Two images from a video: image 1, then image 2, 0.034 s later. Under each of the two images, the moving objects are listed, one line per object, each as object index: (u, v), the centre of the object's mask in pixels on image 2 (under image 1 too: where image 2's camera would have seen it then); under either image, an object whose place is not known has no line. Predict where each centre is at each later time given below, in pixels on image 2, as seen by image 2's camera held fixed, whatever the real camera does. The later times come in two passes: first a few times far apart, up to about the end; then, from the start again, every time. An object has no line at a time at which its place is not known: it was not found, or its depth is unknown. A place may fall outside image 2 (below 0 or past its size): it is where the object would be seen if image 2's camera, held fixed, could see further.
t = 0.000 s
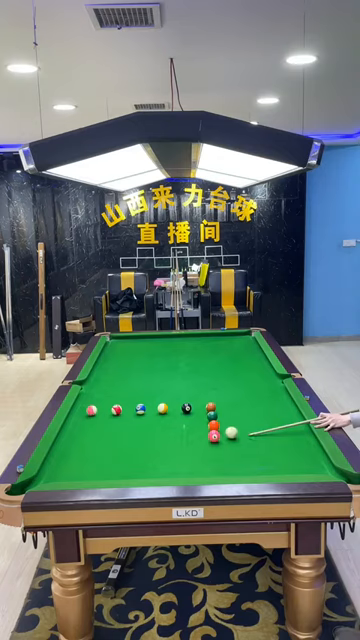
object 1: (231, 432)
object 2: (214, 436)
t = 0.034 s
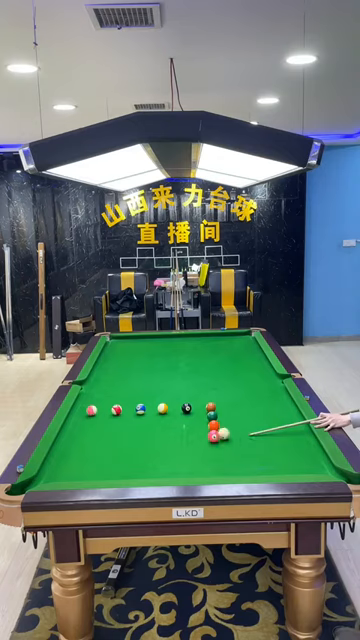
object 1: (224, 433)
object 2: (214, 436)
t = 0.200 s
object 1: (223, 430)
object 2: (184, 443)
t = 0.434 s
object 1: (226, 426)
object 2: (146, 454)
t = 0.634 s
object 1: (228, 423)
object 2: (112, 462)
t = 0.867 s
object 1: (229, 420)
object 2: (71, 473)
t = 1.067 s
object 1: (229, 417)
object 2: (33, 481)
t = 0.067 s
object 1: (223, 433)
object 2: (207, 438)
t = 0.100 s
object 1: (222, 432)
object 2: (201, 439)
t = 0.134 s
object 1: (223, 431)
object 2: (195, 441)
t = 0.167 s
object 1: (223, 430)
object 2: (189, 442)
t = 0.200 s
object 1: (223, 430)
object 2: (184, 443)
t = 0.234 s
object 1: (224, 429)
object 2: (179, 445)
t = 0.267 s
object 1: (224, 429)
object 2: (174, 446)
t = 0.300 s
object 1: (224, 428)
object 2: (168, 448)
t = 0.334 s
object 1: (225, 428)
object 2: (163, 449)
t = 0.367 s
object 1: (225, 427)
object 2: (157, 451)
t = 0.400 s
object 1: (225, 426)
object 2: (152, 452)
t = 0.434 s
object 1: (226, 426)
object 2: (146, 454)
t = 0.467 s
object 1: (226, 425)
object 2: (141, 455)
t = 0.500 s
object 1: (226, 425)
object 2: (135, 456)
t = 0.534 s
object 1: (227, 424)
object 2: (129, 458)
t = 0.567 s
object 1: (227, 424)
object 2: (123, 460)
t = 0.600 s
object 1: (227, 423)
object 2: (118, 461)
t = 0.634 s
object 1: (228, 423)
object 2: (112, 462)
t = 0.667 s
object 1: (228, 422)
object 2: (106, 464)
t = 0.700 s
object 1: (228, 422)
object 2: (101, 465)
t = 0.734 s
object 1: (228, 421)
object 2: (95, 467)
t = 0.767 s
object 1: (228, 421)
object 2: (88, 469)
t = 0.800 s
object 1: (228, 421)
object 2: (83, 470)
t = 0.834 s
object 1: (229, 420)
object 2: (77, 472)
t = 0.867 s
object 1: (229, 420)
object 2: (71, 473)
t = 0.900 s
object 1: (229, 419)
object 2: (65, 474)
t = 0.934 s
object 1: (229, 419)
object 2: (58, 475)
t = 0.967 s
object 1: (229, 419)
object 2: (52, 476)
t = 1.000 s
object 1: (229, 418)
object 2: (46, 478)
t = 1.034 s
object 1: (229, 418)
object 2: (40, 479)
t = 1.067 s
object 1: (229, 417)
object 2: (33, 481)
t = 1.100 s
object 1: (230, 417)
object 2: (29, 484)
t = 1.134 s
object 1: (230, 417)
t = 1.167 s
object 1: (230, 416)
